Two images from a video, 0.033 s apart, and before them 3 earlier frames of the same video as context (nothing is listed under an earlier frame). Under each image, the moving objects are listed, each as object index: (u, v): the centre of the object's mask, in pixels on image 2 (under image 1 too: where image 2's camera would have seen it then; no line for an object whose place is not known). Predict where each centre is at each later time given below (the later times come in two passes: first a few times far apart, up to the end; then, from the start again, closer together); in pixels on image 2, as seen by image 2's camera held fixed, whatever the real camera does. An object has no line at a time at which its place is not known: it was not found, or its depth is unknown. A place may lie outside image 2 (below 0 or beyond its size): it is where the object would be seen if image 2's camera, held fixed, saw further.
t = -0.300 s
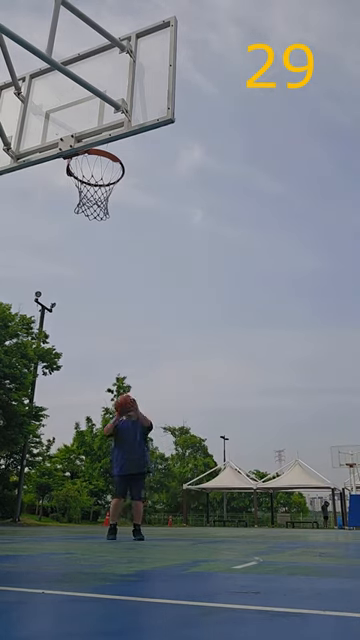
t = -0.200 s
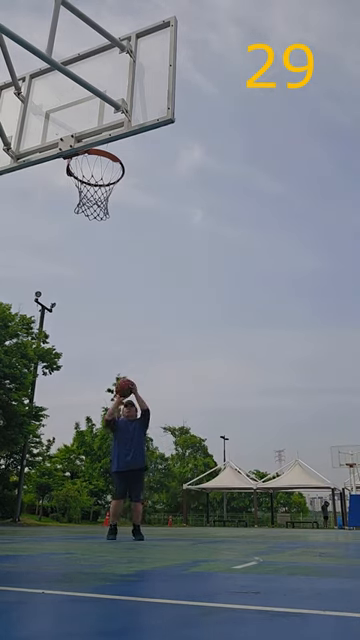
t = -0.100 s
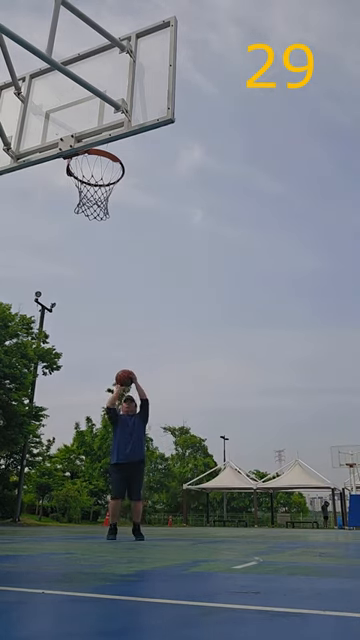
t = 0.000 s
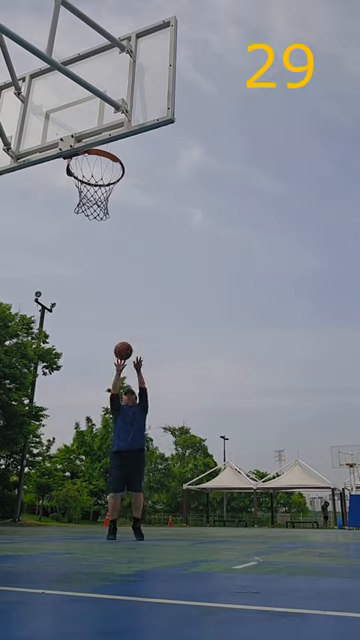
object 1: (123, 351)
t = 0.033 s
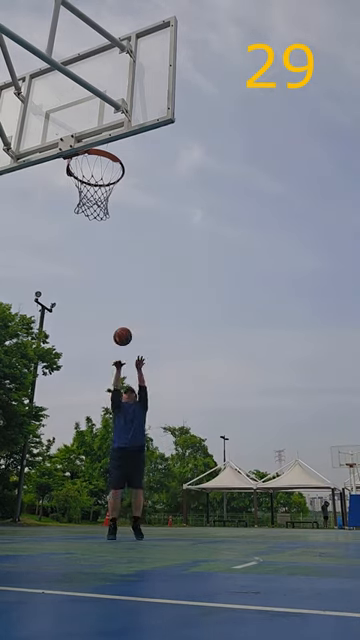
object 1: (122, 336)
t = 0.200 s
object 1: (119, 272)
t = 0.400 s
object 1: (112, 213)
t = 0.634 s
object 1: (98, 168)
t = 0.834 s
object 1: (107, 197)
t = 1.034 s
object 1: (110, 210)
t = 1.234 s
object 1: (100, 243)
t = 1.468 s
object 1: (83, 340)
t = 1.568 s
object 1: (74, 406)
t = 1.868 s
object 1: (59, 421)
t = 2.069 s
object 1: (58, 333)
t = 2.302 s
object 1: (52, 297)
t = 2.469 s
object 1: (42, 308)
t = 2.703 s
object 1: (22, 384)
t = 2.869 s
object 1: (8, 493)
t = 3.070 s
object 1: (7, 439)
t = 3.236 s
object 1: (7, 378)
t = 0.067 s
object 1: (122, 322)
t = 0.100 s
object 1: (121, 309)
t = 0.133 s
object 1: (120, 296)
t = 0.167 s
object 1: (119, 284)
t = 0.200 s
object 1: (119, 272)
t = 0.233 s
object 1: (118, 261)
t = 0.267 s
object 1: (117, 250)
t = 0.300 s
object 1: (116, 240)
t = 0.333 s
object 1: (115, 230)
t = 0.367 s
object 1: (114, 221)
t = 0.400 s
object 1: (112, 213)
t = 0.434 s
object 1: (110, 204)
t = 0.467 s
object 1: (108, 197)
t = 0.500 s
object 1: (107, 190)
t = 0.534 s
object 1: (105, 184)
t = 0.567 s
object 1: (102, 177)
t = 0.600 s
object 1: (100, 173)
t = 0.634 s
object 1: (98, 168)
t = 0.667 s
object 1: (95, 166)
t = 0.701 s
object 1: (92, 162)
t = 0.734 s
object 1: (89, 164)
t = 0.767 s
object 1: (94, 170)
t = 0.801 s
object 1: (101, 184)
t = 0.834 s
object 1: (107, 197)
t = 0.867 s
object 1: (110, 203)
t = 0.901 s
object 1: (113, 206)
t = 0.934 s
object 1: (113, 207)
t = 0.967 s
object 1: (112, 207)
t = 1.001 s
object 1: (111, 209)
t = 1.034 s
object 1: (110, 210)
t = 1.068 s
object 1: (108, 213)
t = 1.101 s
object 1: (107, 217)
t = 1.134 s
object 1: (105, 222)
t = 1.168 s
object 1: (103, 228)
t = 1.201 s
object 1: (102, 235)
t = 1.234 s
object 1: (100, 243)
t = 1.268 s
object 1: (98, 253)
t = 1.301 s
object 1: (96, 264)
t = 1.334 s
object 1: (93, 276)
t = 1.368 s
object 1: (91, 290)
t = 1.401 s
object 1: (89, 305)
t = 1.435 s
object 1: (86, 321)
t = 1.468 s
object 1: (83, 340)
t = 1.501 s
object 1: (80, 360)
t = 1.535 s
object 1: (77, 382)
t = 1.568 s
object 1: (74, 406)
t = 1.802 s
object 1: (60, 463)
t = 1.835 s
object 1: (59, 442)
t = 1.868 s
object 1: (59, 421)
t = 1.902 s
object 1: (59, 402)
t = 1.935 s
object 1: (59, 385)
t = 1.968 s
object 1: (59, 369)
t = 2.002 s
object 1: (59, 356)
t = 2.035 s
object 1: (59, 344)
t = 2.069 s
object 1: (58, 333)
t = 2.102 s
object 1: (58, 324)
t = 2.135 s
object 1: (57, 316)
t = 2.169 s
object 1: (56, 310)
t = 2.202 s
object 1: (55, 304)
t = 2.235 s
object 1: (54, 301)
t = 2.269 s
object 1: (53, 298)
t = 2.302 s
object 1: (52, 297)
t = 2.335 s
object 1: (49, 297)
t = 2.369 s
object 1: (48, 298)
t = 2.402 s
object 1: (46, 300)
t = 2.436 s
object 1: (44, 304)
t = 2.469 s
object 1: (42, 308)
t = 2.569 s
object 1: (34, 332)
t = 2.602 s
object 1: (32, 343)
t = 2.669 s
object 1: (25, 369)
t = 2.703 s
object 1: (22, 384)
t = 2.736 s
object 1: (18, 402)
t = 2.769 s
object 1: (15, 420)
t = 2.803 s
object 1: (13, 443)
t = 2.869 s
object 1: (8, 493)
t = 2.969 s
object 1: (6, 496)
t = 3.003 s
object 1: (6, 474)
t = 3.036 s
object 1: (7, 456)
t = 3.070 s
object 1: (7, 439)
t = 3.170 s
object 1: (7, 399)
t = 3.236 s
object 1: (7, 378)
